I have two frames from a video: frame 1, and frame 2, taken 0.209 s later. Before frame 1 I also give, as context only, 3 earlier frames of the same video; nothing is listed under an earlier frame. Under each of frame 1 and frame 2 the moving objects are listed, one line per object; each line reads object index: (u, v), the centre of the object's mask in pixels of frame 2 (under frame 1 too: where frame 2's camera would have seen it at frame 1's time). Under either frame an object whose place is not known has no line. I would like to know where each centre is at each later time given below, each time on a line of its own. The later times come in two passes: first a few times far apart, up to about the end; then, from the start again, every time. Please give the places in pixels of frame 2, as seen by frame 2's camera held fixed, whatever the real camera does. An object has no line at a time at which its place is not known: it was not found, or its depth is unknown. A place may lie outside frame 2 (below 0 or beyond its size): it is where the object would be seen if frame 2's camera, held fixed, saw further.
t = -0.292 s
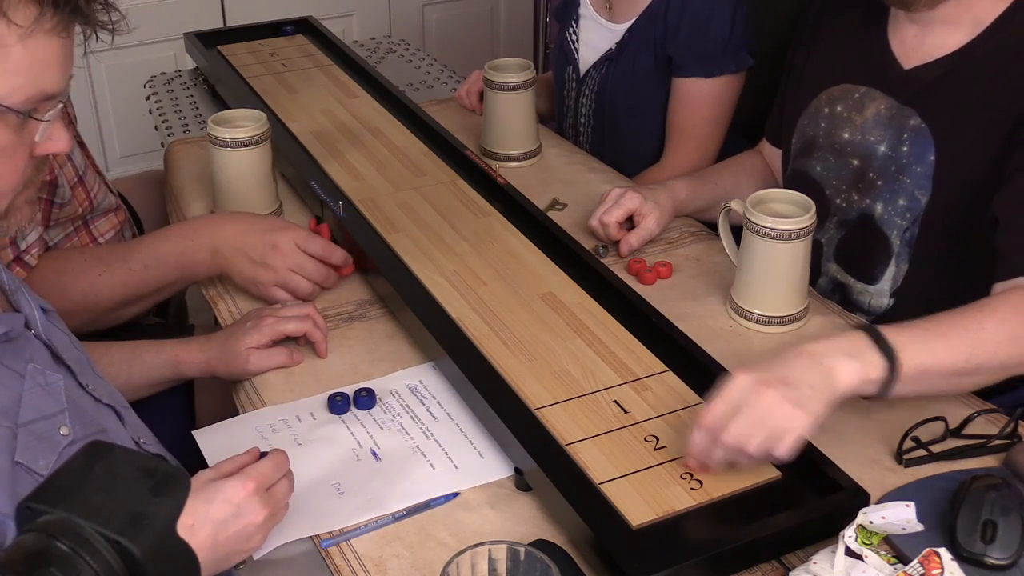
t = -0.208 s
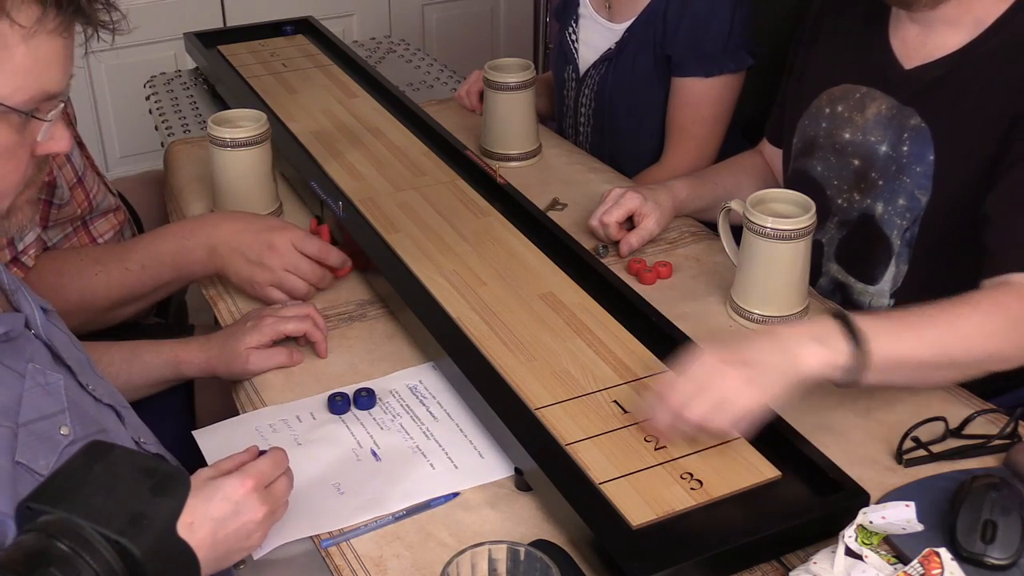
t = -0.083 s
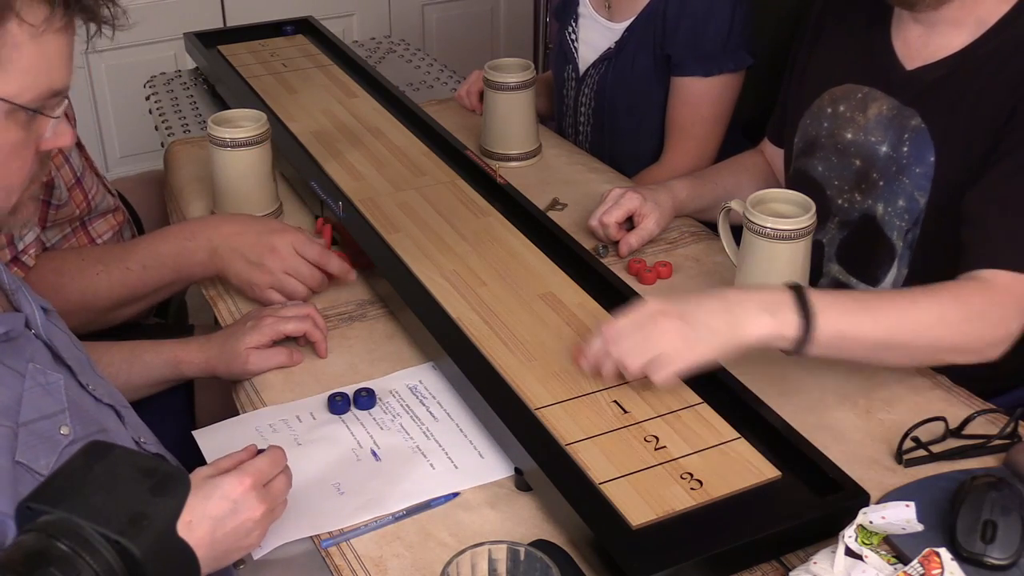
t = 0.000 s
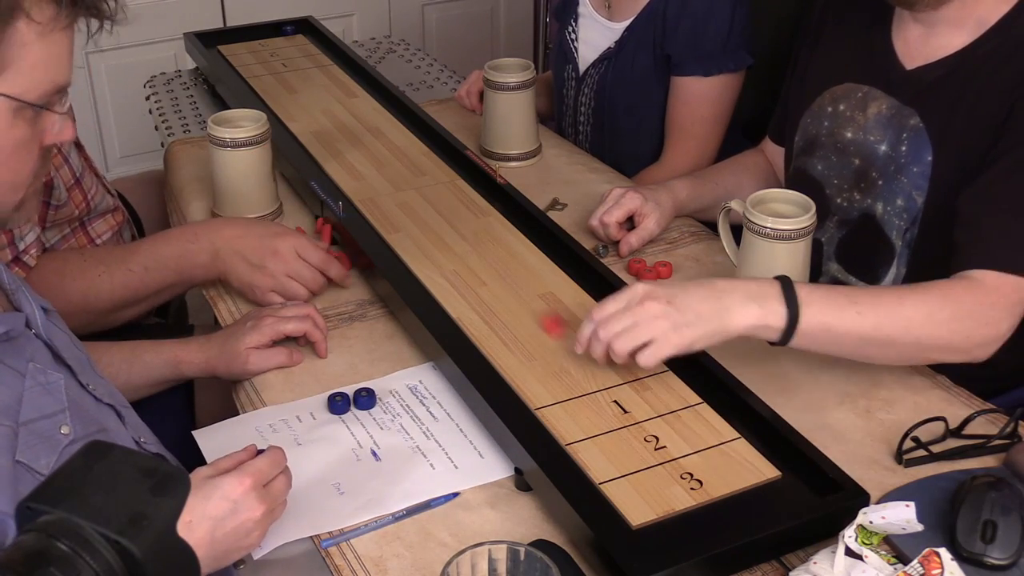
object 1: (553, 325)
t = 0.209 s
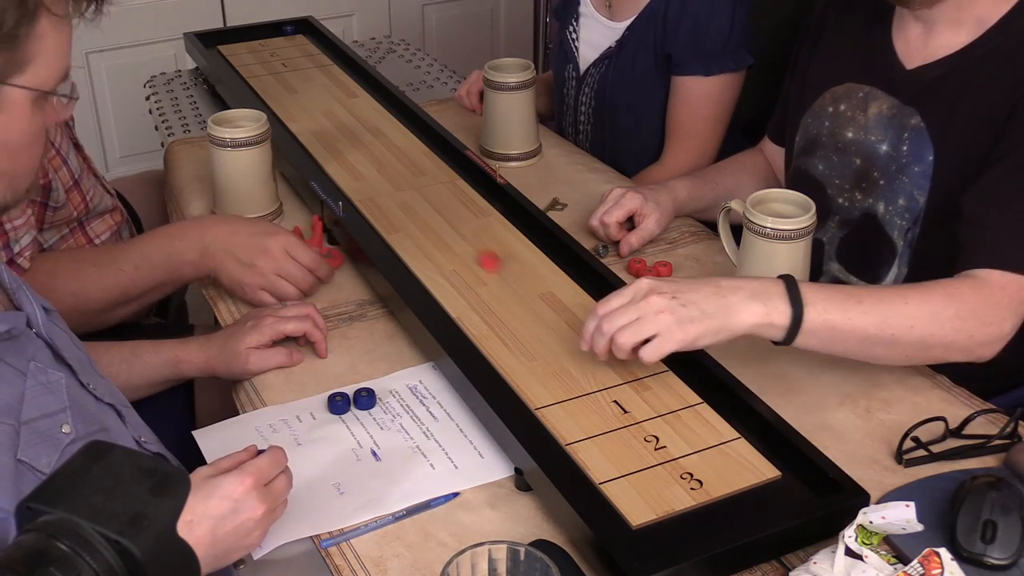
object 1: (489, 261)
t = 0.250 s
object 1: (478, 250)
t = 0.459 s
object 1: (431, 205)
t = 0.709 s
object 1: (387, 163)
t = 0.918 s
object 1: (359, 136)
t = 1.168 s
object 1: (335, 112)
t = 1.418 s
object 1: (317, 93)
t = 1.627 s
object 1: (307, 83)
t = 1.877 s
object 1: (300, 75)
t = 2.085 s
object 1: (297, 70)
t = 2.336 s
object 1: (297, 69)
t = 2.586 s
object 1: (297, 69)
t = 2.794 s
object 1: (297, 69)
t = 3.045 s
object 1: (297, 69)
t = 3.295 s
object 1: (297, 69)
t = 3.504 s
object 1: (297, 69)
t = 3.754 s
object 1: (297, 69)
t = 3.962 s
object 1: (297, 69)
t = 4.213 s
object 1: (297, 69)
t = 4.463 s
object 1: (297, 69)
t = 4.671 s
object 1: (297, 69)
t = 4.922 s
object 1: (297, 69)
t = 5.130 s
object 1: (297, 69)
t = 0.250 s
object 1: (478, 250)
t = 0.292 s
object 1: (468, 241)
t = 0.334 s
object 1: (457, 231)
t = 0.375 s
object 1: (448, 221)
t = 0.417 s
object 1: (439, 212)
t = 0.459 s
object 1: (431, 205)
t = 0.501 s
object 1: (422, 196)
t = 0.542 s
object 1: (415, 189)
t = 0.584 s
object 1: (408, 183)
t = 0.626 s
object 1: (400, 176)
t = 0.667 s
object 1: (394, 169)
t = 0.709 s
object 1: (387, 163)
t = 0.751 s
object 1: (381, 157)
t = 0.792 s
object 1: (376, 151)
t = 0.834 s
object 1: (370, 147)
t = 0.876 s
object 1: (365, 141)
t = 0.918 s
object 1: (359, 136)
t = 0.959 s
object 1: (355, 132)
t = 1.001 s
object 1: (350, 127)
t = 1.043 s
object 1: (346, 123)
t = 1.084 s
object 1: (342, 119)
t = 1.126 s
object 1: (339, 115)
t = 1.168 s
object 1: (335, 112)
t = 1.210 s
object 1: (331, 108)
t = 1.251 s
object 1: (328, 105)
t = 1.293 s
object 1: (325, 102)
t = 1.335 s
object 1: (322, 99)
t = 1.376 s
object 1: (319, 96)
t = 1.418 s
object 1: (317, 93)
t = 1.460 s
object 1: (314, 91)
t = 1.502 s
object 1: (312, 89)
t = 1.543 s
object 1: (310, 87)
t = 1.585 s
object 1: (308, 85)
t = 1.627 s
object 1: (307, 83)
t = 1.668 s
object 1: (305, 81)
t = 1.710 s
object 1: (304, 80)
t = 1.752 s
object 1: (302, 78)
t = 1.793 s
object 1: (302, 77)
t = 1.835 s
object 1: (300, 76)
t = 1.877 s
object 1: (300, 75)
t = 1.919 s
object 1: (299, 73)
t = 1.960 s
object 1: (298, 72)
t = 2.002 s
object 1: (298, 72)
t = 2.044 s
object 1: (298, 71)
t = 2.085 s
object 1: (297, 70)
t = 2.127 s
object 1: (297, 70)
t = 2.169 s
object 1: (297, 69)
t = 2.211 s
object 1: (297, 69)
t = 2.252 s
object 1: (297, 69)
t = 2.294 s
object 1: (297, 69)
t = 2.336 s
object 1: (297, 69)
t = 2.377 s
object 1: (297, 69)
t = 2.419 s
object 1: (297, 69)
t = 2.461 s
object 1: (297, 69)
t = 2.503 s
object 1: (297, 69)
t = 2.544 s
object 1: (297, 69)
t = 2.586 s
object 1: (297, 69)
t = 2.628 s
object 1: (297, 69)
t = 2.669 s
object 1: (297, 69)
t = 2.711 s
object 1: (297, 69)
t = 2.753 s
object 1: (297, 69)
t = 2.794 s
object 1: (297, 69)
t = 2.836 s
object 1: (297, 69)
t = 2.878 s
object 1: (297, 69)
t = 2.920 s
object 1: (297, 69)
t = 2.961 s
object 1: (297, 69)
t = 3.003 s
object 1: (297, 69)
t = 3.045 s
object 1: (297, 69)
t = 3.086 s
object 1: (297, 69)
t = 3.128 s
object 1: (297, 69)
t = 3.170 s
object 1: (297, 69)
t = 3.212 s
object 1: (297, 69)
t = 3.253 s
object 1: (297, 69)
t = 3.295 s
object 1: (297, 69)
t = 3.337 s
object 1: (297, 69)
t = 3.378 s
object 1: (297, 69)
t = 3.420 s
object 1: (297, 69)
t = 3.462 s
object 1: (297, 69)
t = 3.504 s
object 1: (297, 69)
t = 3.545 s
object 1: (297, 69)
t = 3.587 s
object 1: (297, 69)
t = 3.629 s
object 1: (297, 69)
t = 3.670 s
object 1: (297, 69)
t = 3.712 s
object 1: (297, 69)
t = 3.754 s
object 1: (297, 69)
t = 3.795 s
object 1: (297, 69)
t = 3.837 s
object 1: (297, 69)
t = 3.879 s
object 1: (297, 69)
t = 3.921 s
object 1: (297, 69)
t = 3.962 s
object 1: (297, 69)
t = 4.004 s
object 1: (297, 69)
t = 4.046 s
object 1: (297, 69)
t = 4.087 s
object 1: (297, 69)
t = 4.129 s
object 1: (297, 69)
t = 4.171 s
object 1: (297, 69)
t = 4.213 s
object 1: (297, 69)
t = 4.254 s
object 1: (297, 69)
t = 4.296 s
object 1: (297, 69)
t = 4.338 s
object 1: (297, 69)
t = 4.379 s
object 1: (297, 69)
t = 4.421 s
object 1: (297, 69)
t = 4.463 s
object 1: (297, 69)
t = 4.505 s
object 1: (297, 69)
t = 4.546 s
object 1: (297, 69)
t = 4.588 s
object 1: (297, 69)
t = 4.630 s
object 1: (297, 69)
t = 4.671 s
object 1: (297, 69)
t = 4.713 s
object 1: (297, 69)
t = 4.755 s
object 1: (297, 69)
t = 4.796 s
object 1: (297, 69)
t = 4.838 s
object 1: (297, 69)
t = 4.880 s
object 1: (297, 69)
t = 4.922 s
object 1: (297, 69)
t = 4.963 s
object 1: (297, 69)
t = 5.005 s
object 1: (297, 69)
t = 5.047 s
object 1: (297, 69)
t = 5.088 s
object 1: (297, 69)
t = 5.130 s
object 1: (297, 69)
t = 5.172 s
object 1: (297, 69)
